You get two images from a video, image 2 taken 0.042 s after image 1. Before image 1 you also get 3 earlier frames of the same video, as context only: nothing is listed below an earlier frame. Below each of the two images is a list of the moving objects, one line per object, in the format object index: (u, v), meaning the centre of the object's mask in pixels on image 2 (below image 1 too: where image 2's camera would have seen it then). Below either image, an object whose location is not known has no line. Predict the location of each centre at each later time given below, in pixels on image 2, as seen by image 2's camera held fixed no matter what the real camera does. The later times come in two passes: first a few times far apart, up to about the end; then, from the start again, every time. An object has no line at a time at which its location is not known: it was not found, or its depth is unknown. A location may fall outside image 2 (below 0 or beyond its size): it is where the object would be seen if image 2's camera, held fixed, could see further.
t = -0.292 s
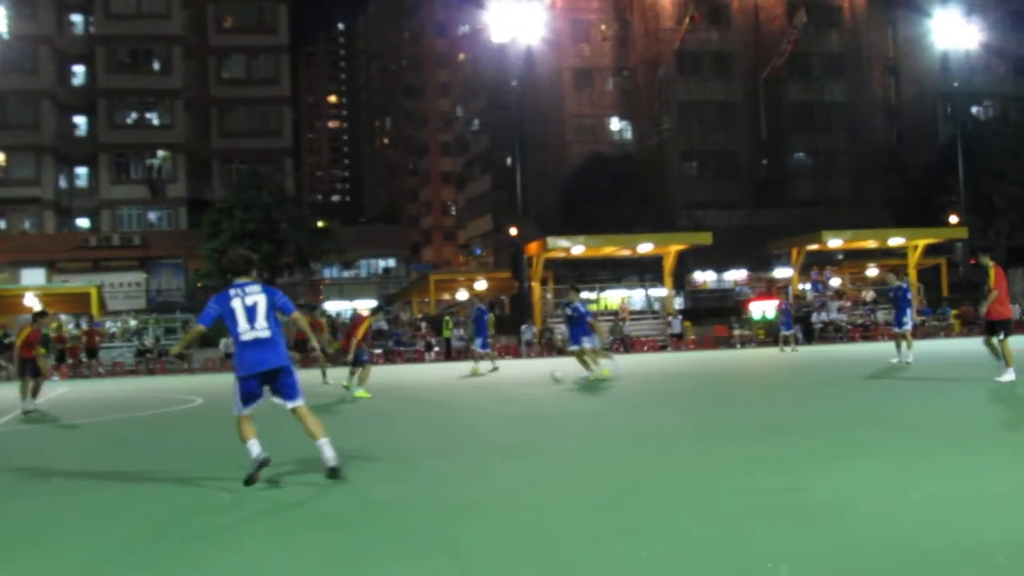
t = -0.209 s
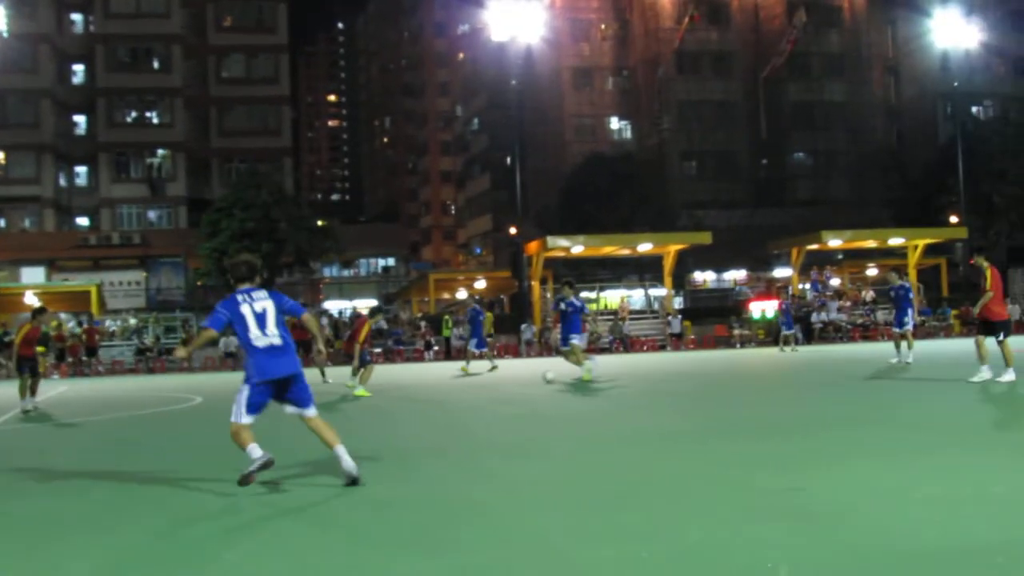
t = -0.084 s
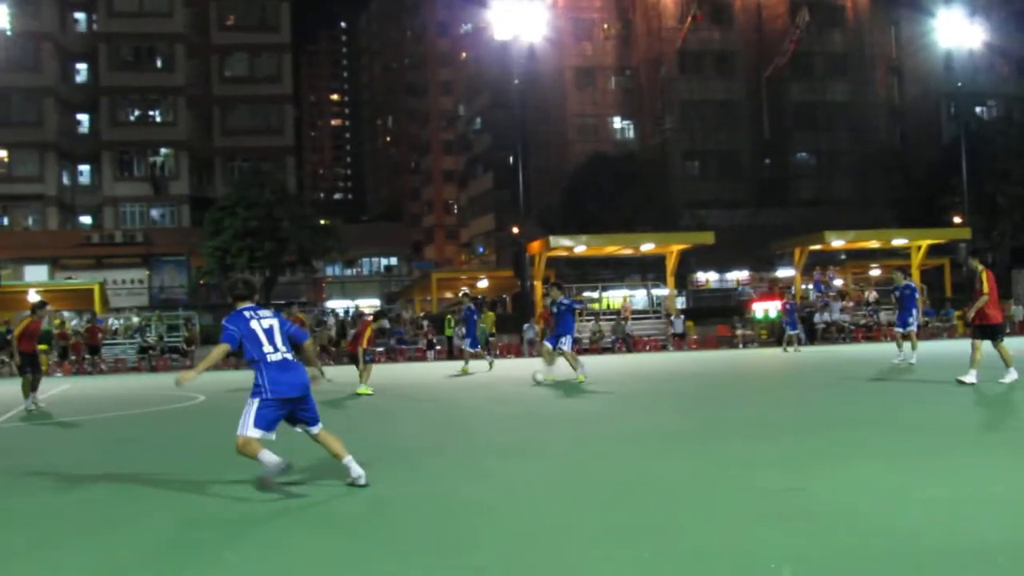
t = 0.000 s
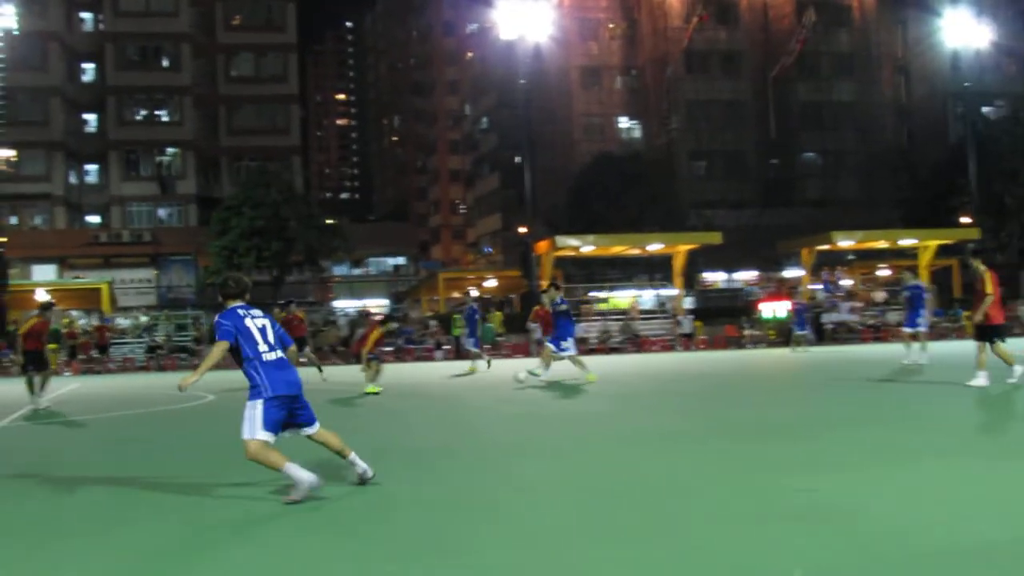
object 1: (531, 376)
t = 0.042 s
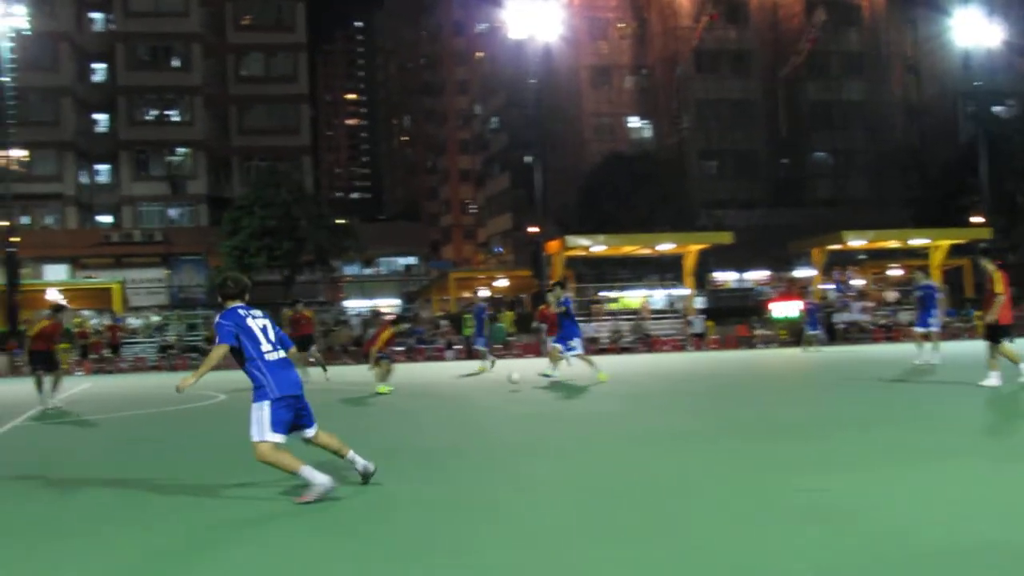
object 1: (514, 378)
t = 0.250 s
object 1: (432, 390)
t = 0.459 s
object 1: (336, 403)
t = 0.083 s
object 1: (497, 380)
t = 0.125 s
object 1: (479, 381)
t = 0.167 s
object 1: (458, 386)
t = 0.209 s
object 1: (439, 391)
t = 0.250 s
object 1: (432, 390)
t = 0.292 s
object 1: (412, 390)
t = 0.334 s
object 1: (392, 392)
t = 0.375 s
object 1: (371, 395)
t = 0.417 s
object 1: (351, 401)
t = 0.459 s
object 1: (336, 403)
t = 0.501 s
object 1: (321, 400)
